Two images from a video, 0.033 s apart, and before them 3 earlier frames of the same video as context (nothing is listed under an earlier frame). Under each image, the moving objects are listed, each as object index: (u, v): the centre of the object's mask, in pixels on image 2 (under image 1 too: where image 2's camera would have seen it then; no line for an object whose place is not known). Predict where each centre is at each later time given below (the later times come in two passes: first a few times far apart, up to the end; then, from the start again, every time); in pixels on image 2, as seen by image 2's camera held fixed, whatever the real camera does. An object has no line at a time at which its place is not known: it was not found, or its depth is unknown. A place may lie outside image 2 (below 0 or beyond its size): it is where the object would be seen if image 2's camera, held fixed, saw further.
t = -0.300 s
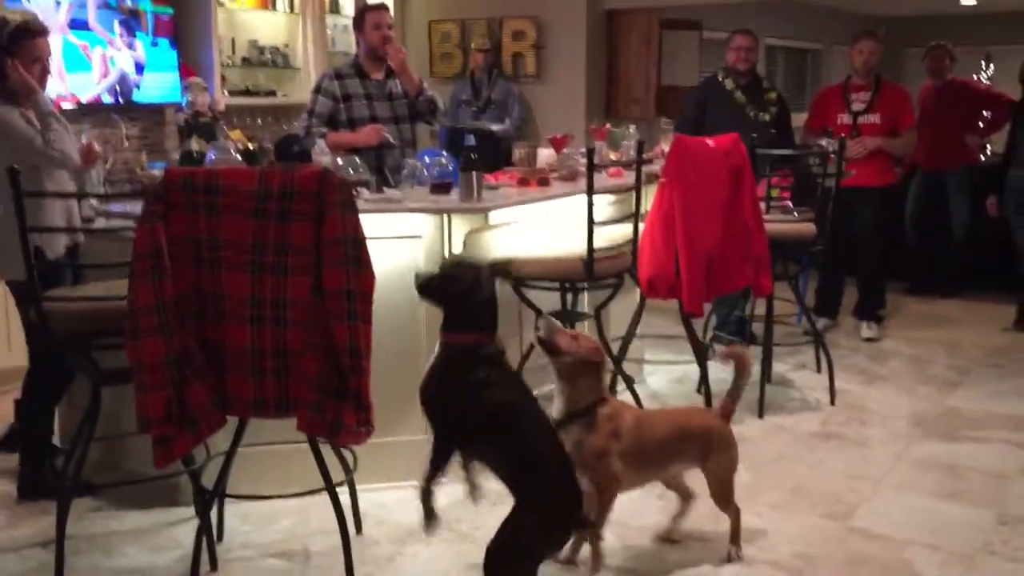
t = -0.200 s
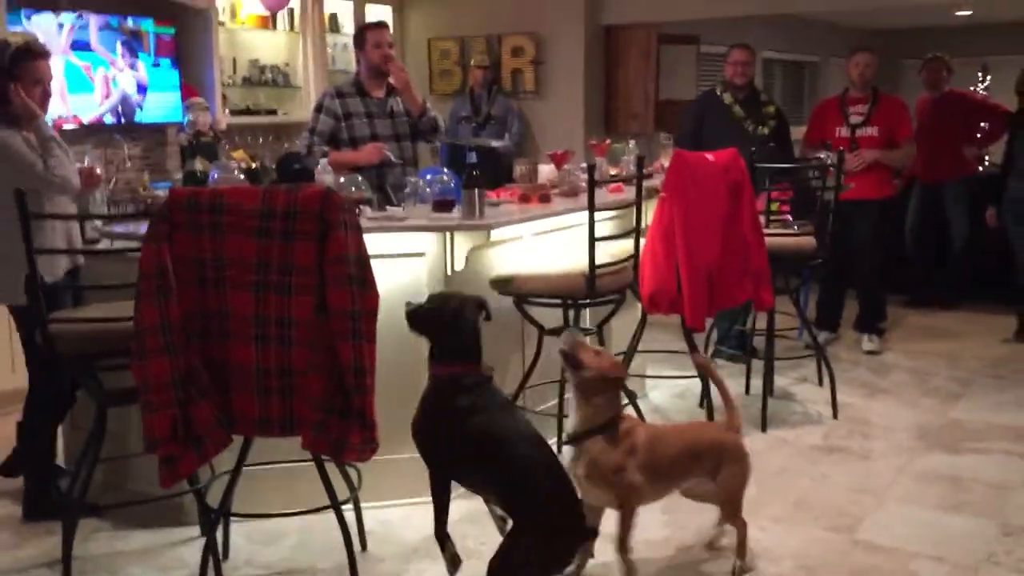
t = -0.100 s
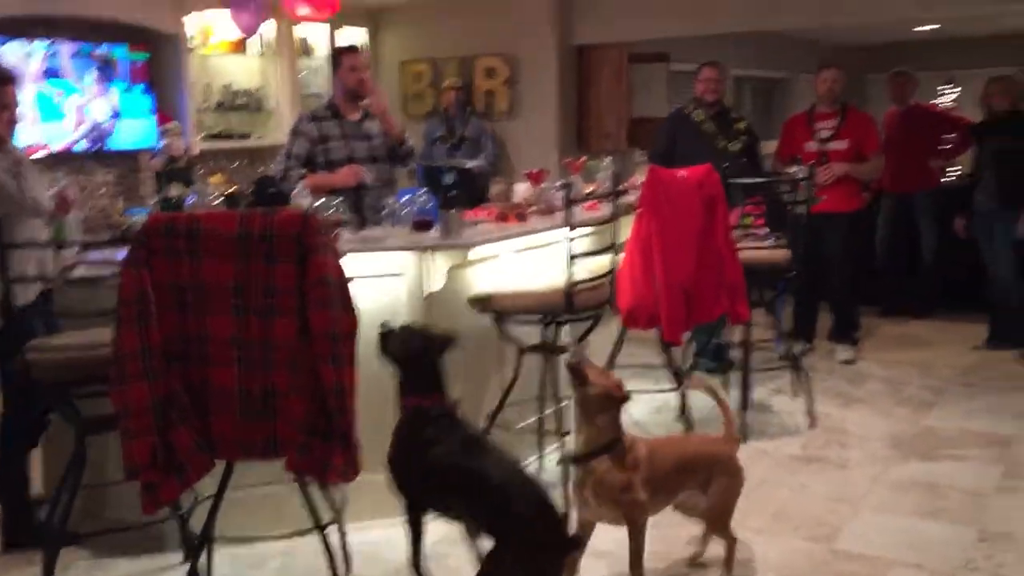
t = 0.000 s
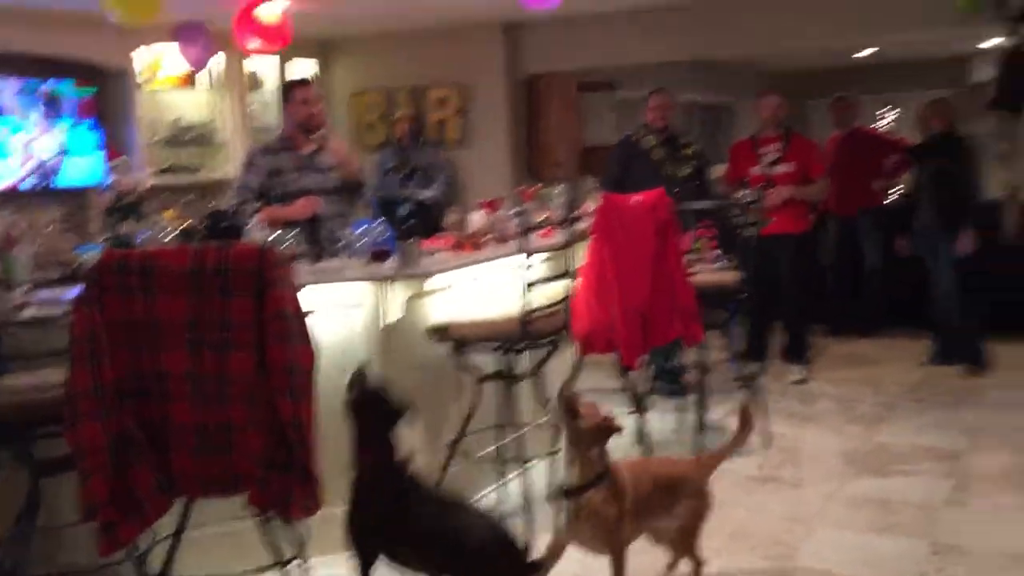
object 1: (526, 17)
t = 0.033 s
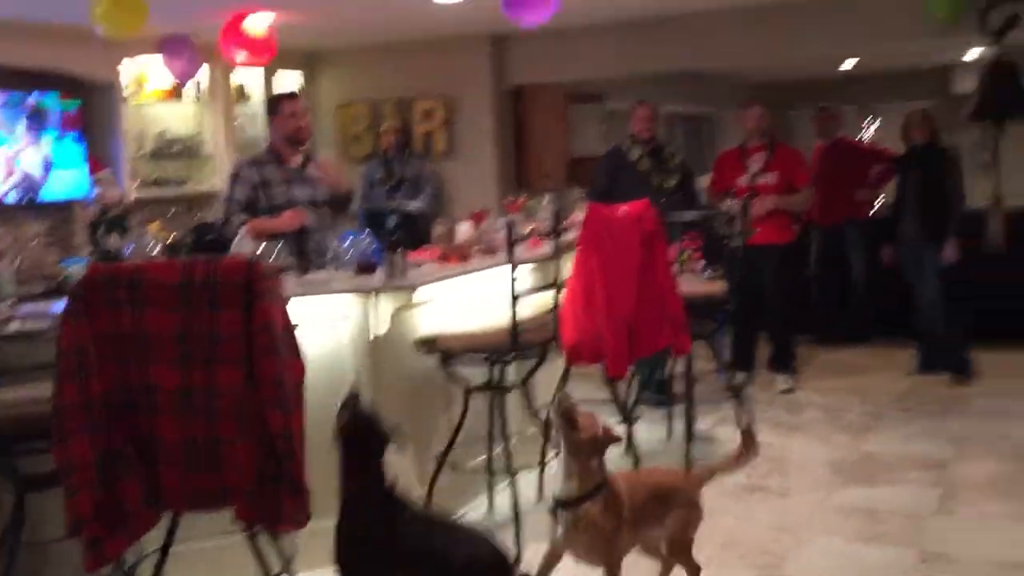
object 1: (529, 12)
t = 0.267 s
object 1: (548, 27)
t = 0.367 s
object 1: (552, 50)
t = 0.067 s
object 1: (535, 6)
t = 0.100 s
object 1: (538, 2)
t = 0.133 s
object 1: (539, 5)
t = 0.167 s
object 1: (542, 9)
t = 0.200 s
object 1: (544, 14)
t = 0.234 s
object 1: (545, 20)
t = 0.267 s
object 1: (548, 27)
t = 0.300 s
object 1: (549, 35)
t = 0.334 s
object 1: (551, 43)
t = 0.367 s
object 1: (552, 50)
